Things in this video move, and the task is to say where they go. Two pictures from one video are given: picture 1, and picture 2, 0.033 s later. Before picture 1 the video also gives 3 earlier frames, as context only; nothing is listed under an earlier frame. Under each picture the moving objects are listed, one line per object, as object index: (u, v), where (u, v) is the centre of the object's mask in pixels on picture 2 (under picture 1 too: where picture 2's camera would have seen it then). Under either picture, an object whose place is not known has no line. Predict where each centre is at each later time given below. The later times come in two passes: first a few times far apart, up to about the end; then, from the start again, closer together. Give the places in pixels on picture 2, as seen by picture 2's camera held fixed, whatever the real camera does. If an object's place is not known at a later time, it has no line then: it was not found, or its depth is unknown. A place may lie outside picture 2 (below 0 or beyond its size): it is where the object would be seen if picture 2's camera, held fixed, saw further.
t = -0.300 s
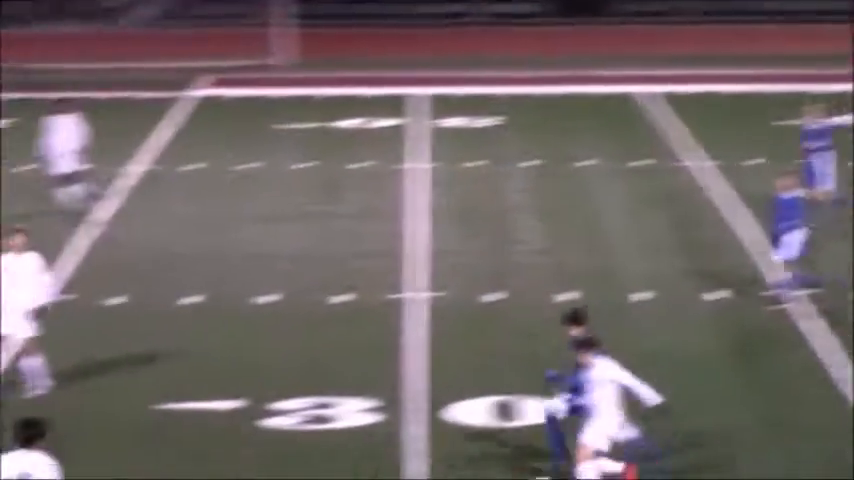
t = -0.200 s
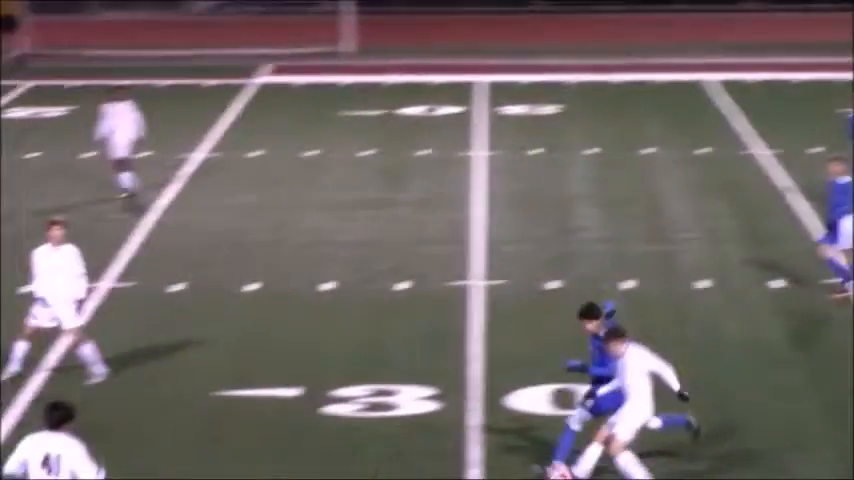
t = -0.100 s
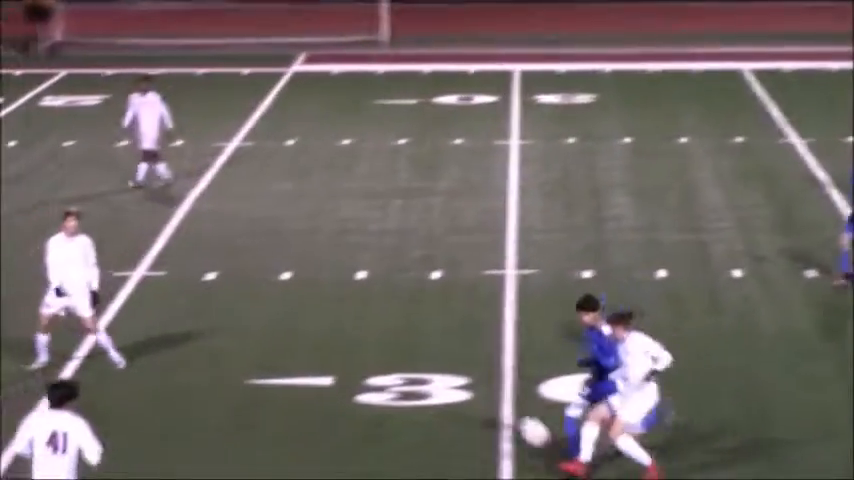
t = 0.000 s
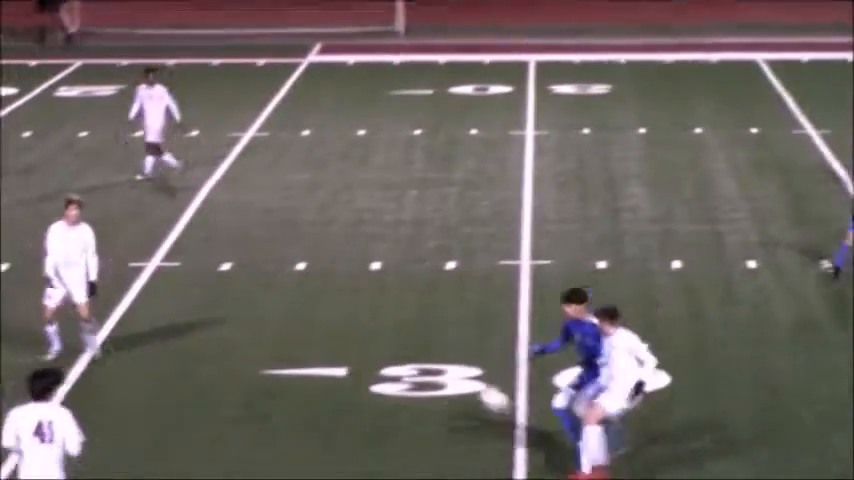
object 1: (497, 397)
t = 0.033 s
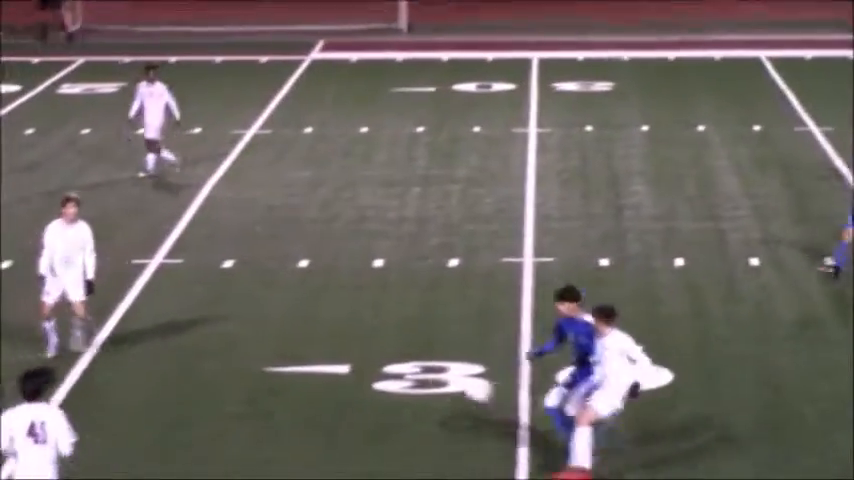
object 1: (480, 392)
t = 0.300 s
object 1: (352, 393)
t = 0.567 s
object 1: (258, 356)
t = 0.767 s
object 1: (195, 354)
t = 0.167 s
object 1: (413, 382)
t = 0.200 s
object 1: (398, 383)
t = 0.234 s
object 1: (381, 386)
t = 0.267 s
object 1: (366, 389)
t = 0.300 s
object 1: (352, 393)
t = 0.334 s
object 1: (338, 388)
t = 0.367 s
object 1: (327, 382)
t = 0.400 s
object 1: (316, 373)
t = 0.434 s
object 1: (303, 367)
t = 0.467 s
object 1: (292, 362)
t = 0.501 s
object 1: (280, 360)
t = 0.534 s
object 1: (269, 358)
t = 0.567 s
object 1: (258, 356)
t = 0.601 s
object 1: (247, 357)
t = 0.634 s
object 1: (238, 358)
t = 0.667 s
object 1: (226, 361)
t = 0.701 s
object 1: (216, 364)
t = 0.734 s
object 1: (206, 360)
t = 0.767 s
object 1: (195, 354)
